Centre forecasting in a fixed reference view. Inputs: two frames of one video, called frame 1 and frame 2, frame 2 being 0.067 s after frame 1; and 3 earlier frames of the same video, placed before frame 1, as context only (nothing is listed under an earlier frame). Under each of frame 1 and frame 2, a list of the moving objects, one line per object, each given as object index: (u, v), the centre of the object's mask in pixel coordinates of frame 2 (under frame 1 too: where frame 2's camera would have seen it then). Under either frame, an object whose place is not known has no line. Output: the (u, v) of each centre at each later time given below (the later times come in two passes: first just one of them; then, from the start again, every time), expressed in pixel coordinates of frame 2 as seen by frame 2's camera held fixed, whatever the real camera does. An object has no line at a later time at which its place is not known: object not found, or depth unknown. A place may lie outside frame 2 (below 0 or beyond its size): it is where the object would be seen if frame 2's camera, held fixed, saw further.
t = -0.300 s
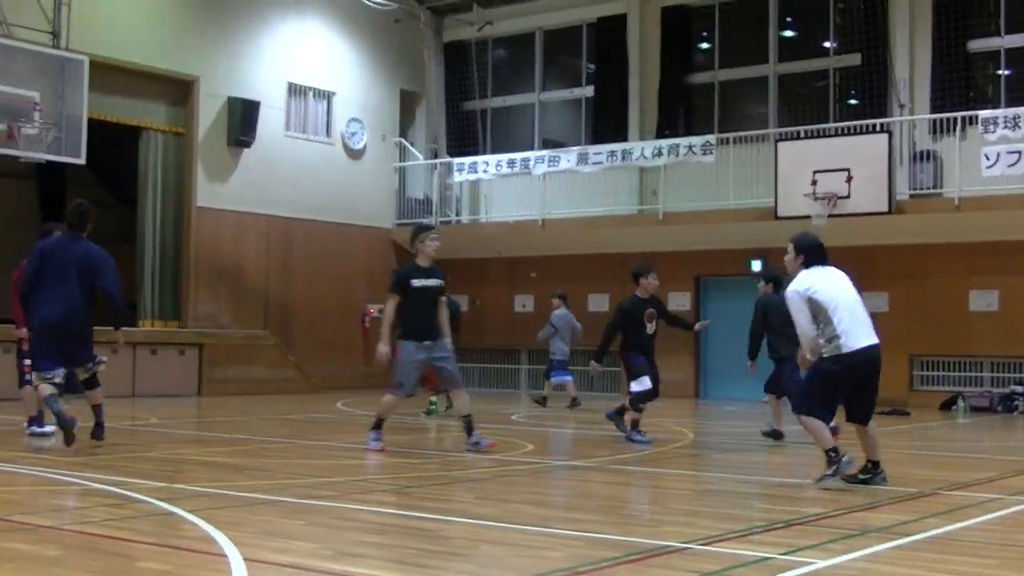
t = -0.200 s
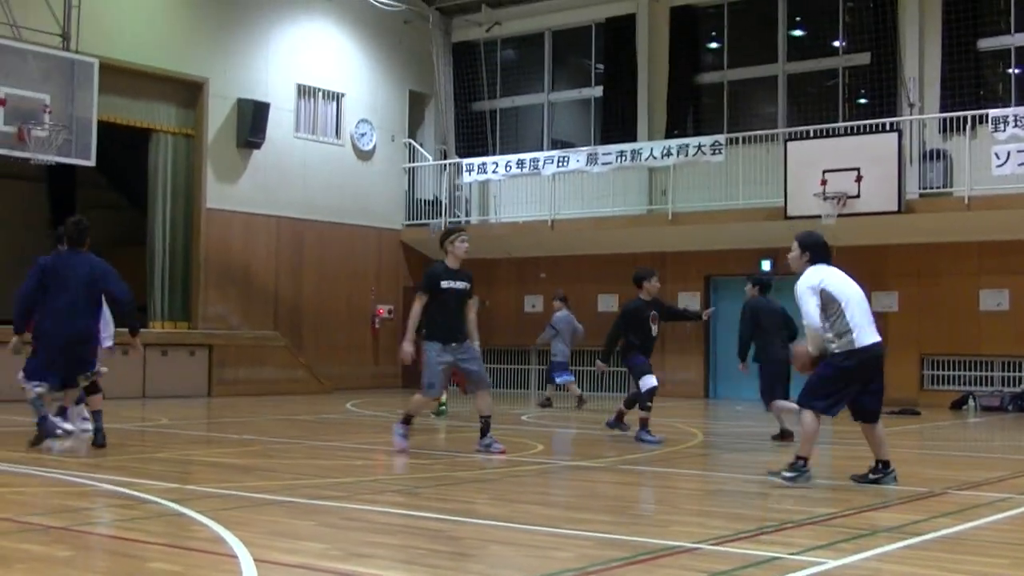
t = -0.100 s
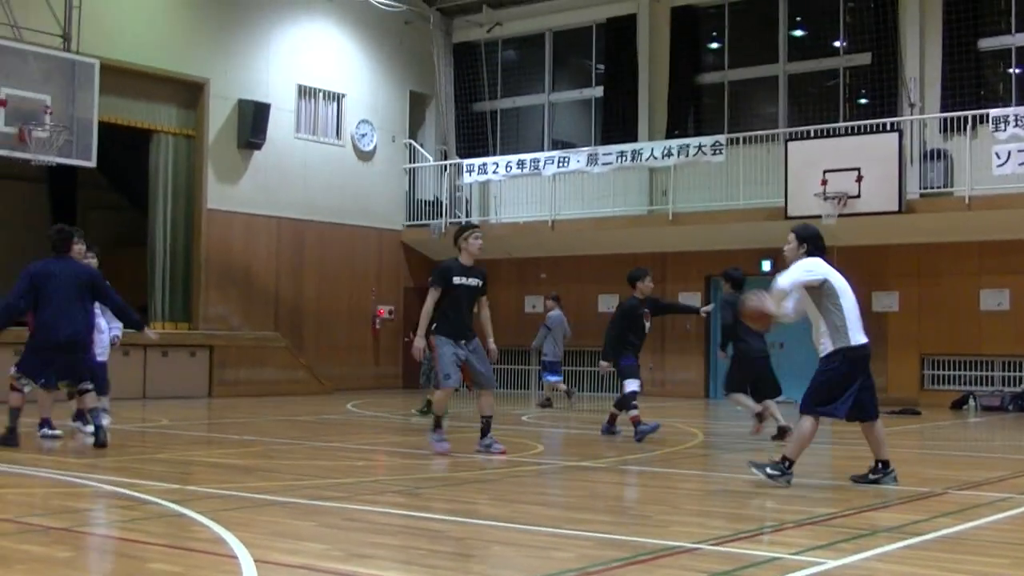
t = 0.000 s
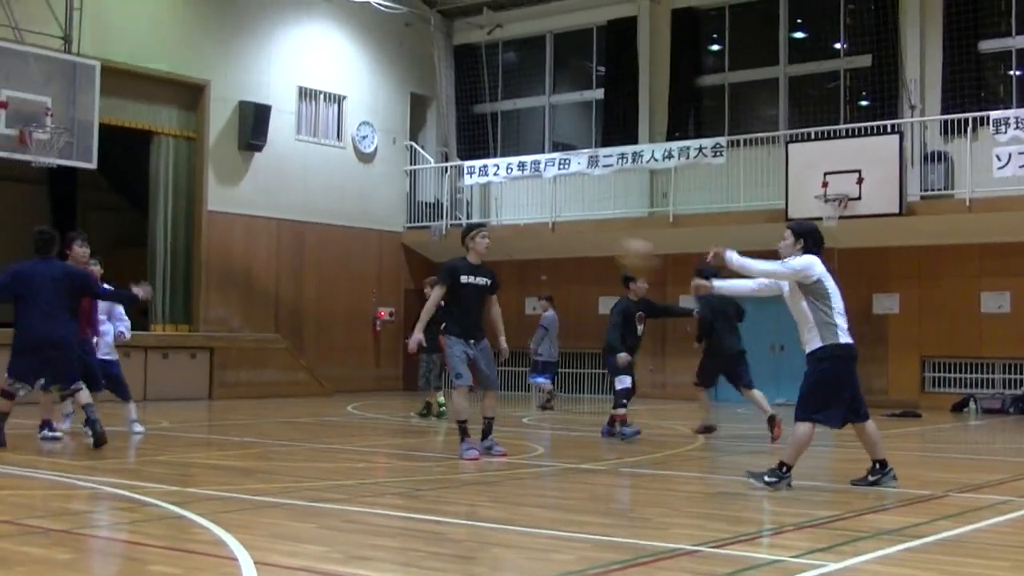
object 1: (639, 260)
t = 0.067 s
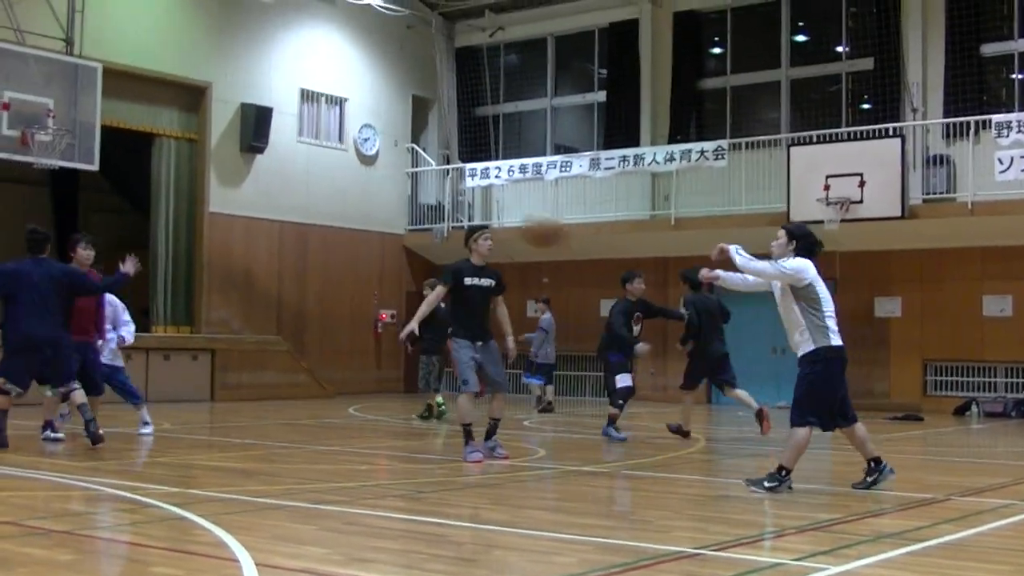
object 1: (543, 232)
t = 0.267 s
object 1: (250, 172)
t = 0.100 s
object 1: (496, 217)
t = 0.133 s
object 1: (445, 205)
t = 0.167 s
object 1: (396, 196)
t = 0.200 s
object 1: (347, 187)
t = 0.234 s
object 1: (296, 179)
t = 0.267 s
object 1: (250, 172)
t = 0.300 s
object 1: (200, 169)
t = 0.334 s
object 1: (148, 167)
